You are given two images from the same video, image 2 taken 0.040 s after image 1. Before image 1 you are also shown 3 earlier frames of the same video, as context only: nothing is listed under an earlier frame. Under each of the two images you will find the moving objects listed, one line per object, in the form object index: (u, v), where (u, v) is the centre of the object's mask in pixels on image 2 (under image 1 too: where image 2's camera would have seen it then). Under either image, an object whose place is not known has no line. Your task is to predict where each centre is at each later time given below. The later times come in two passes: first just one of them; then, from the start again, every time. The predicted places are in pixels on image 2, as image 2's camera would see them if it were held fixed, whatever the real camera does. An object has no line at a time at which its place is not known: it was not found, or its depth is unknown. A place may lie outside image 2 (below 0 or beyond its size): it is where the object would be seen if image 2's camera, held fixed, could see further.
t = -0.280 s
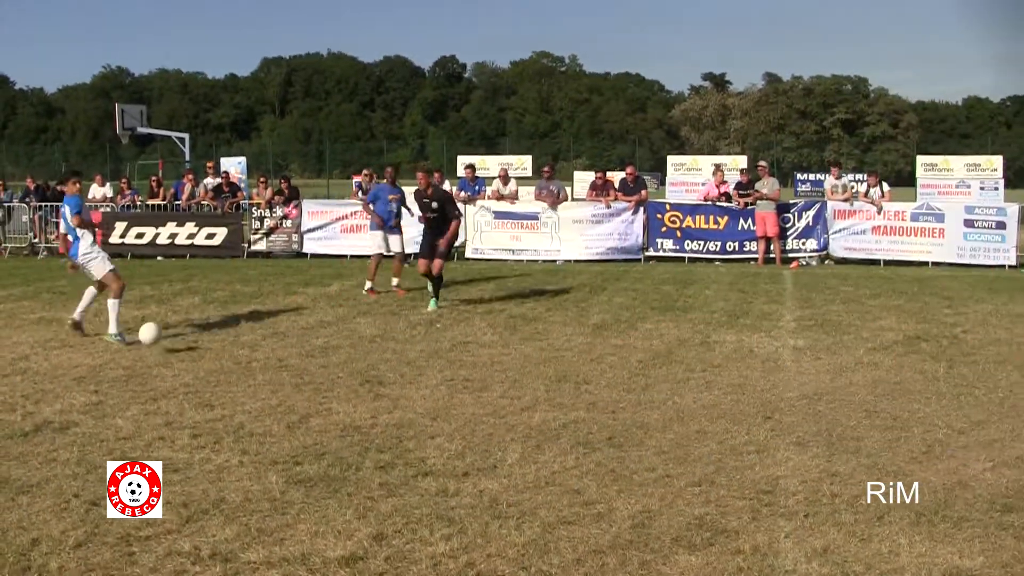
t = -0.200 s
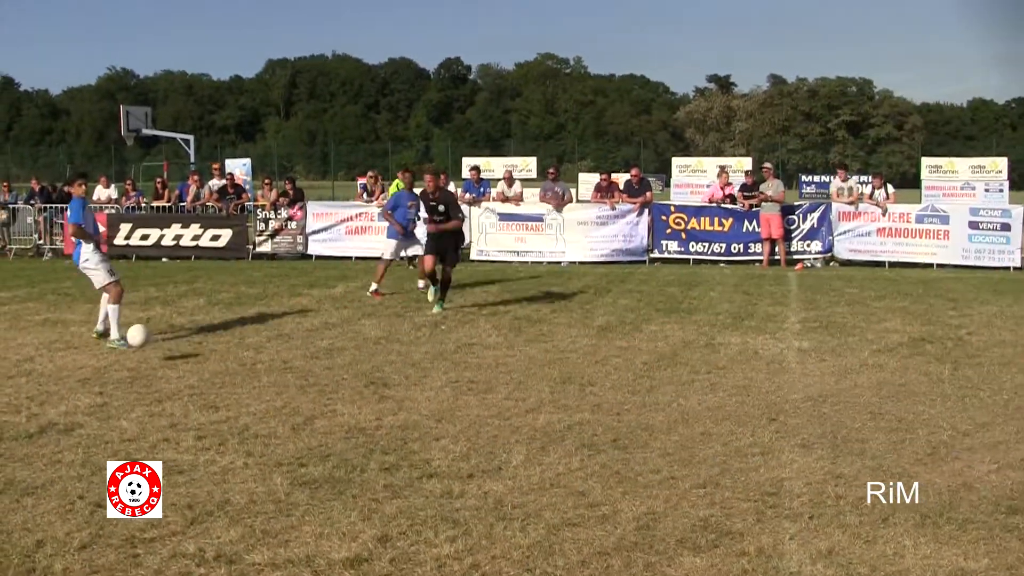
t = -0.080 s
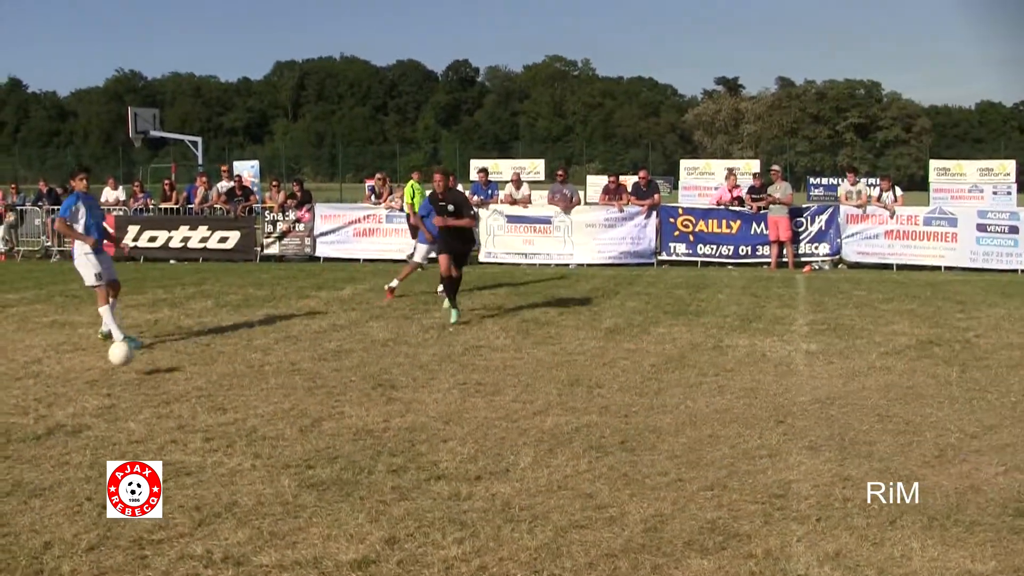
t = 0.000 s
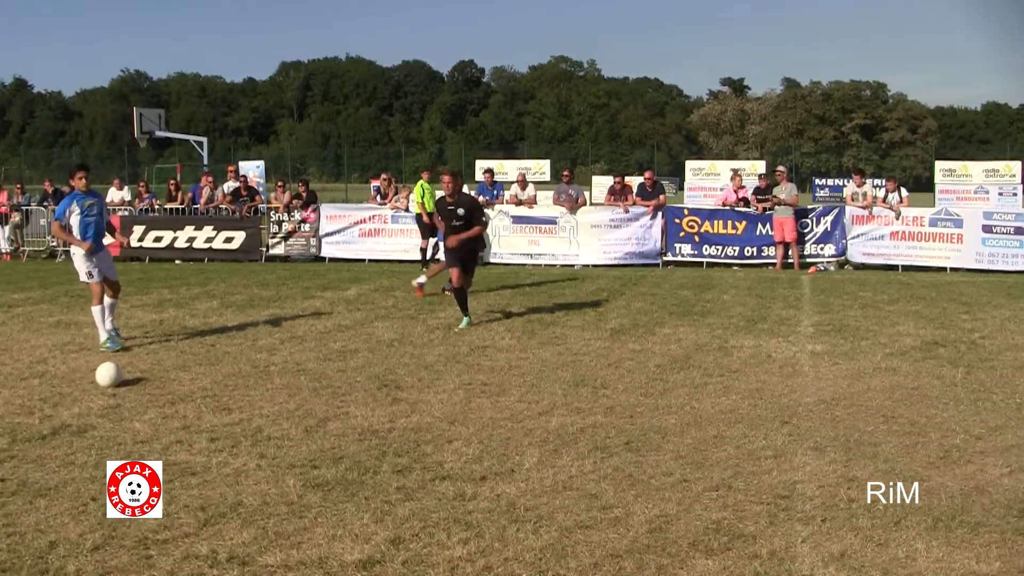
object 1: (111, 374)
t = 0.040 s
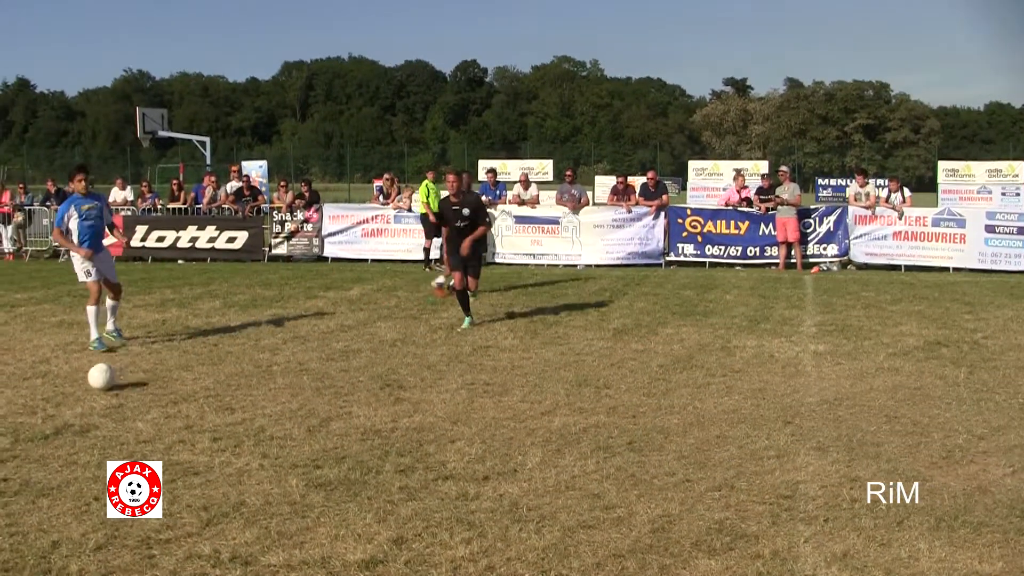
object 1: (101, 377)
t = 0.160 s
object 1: (67, 393)
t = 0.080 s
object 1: (90, 380)
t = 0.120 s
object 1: (79, 386)
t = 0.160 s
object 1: (67, 393)
